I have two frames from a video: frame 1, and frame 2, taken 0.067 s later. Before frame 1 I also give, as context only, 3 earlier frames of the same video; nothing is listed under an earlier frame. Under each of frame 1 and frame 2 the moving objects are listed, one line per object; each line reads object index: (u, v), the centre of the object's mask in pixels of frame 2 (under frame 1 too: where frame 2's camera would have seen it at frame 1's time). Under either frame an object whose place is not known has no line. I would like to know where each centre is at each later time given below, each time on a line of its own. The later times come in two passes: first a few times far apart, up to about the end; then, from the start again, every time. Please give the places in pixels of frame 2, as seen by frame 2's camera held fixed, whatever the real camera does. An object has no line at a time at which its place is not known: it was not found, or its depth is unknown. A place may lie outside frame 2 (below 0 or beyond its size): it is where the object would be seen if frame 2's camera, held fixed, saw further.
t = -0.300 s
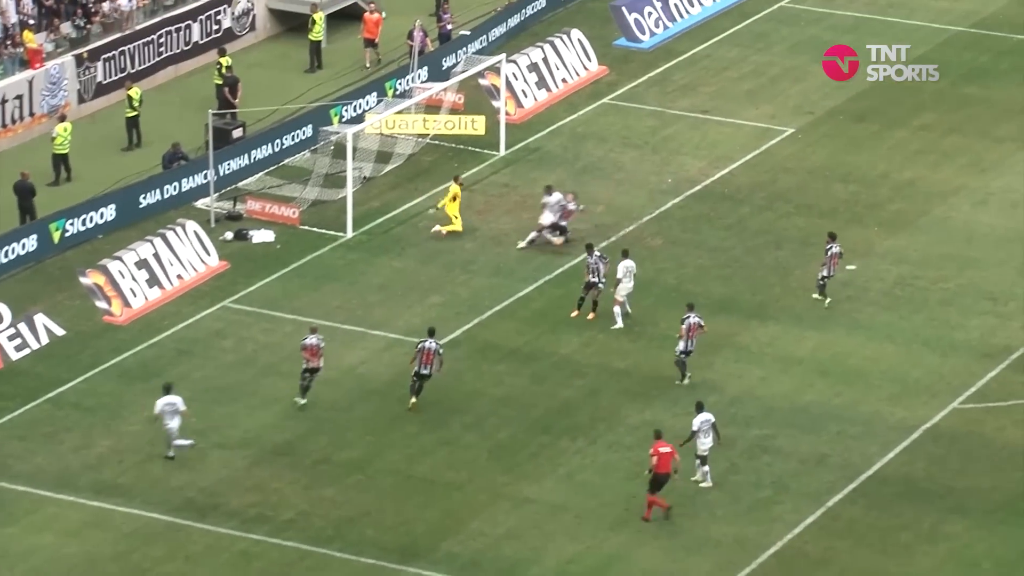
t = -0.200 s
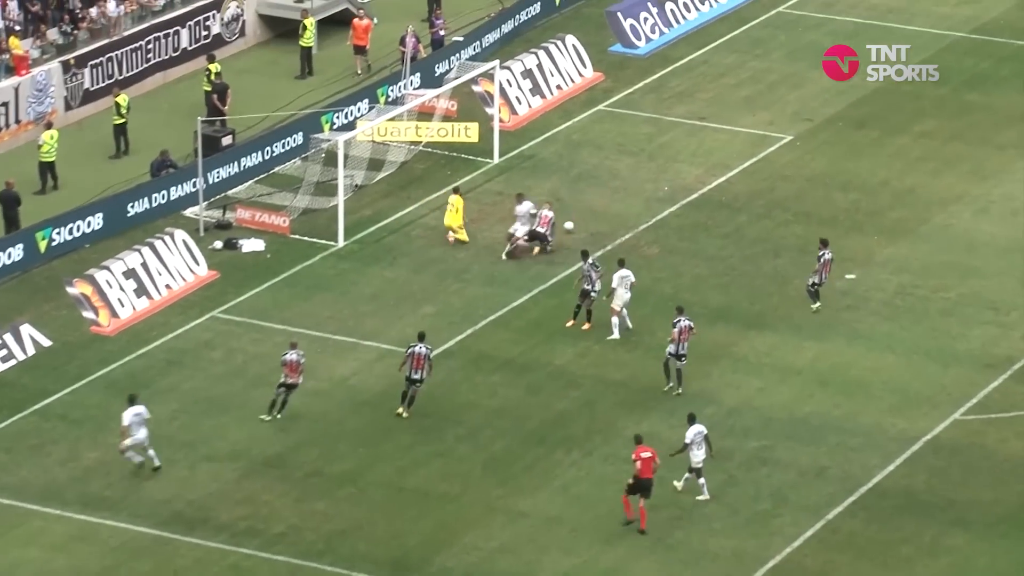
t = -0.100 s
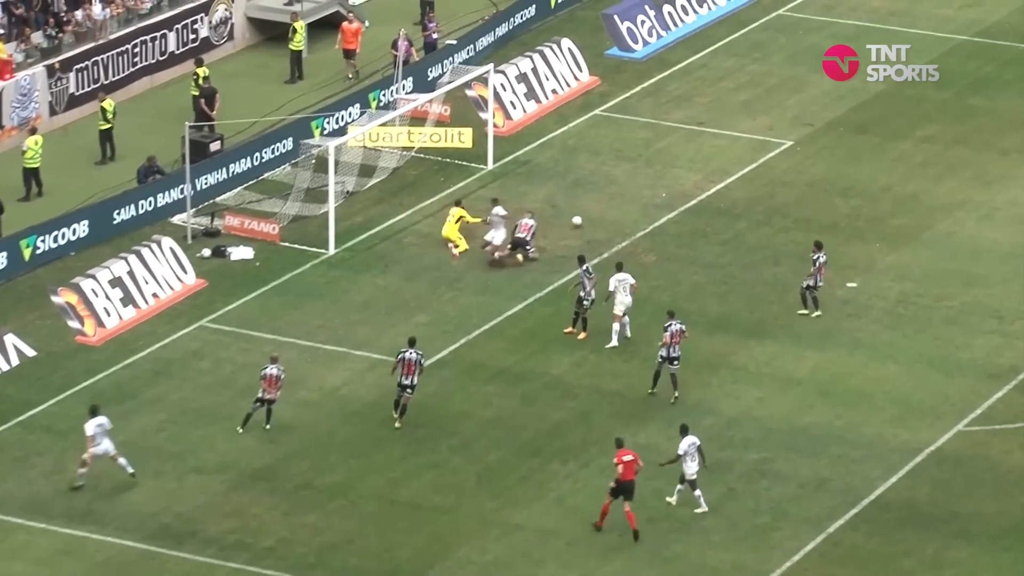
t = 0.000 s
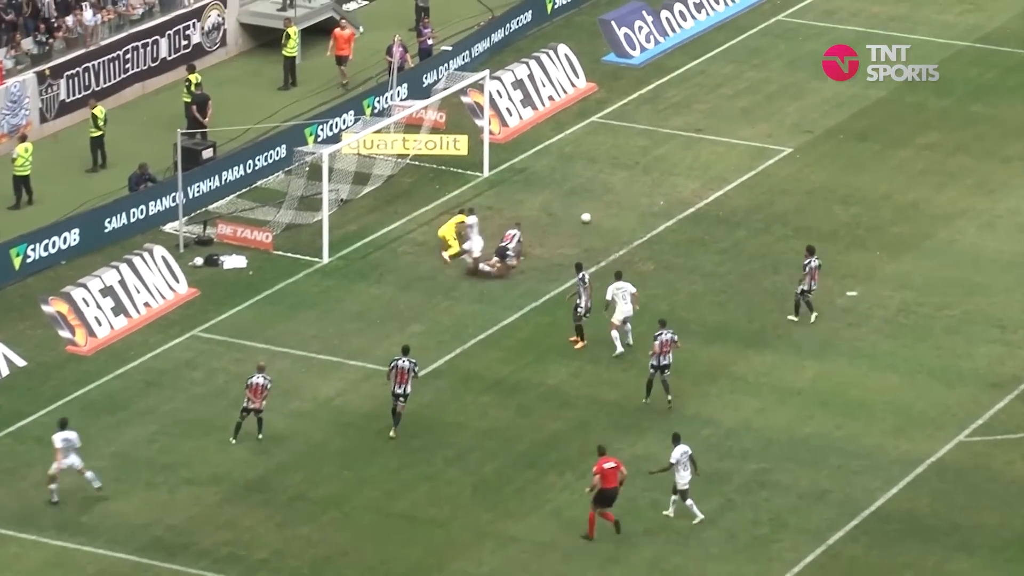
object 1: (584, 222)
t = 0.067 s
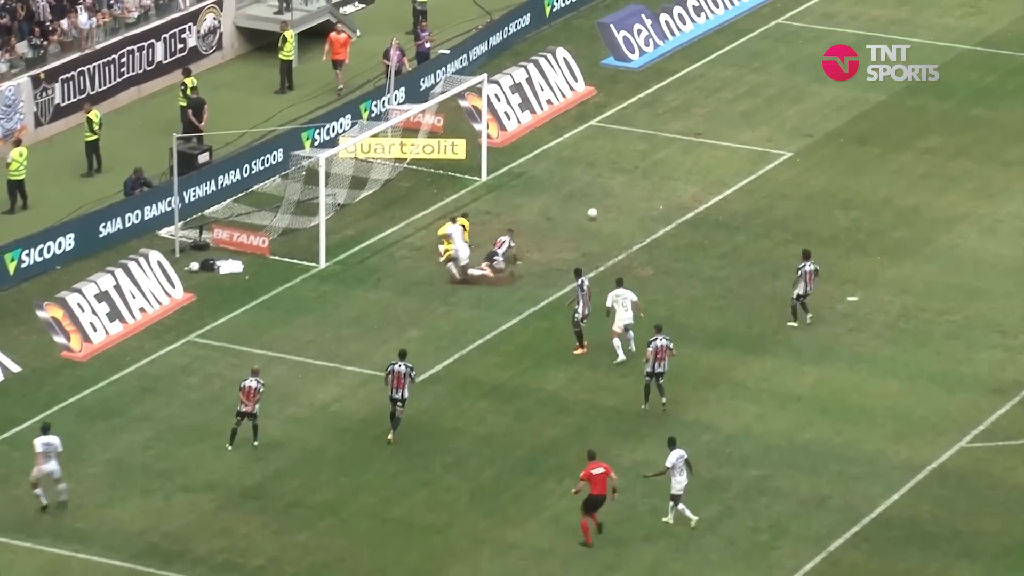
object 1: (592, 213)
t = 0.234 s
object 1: (610, 198)
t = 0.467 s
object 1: (634, 174)
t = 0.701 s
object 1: (657, 154)
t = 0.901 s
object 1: (675, 138)
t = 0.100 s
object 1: (596, 209)
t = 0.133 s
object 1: (599, 206)
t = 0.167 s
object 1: (603, 204)
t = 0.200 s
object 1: (607, 202)
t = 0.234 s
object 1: (610, 198)
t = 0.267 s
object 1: (614, 194)
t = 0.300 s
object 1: (617, 191)
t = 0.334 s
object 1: (621, 187)
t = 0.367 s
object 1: (624, 184)
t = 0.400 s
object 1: (627, 181)
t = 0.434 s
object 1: (631, 178)
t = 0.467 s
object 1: (634, 174)
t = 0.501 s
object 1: (637, 171)
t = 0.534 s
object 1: (640, 168)
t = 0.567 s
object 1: (643, 165)
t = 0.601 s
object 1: (647, 163)
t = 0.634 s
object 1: (650, 161)
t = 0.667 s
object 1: (654, 157)
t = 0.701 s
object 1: (657, 154)
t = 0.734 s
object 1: (659, 151)
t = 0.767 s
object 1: (663, 148)
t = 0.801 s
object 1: (666, 145)
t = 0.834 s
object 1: (669, 143)
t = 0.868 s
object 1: (671, 141)
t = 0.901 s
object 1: (675, 138)
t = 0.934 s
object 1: (677, 135)
